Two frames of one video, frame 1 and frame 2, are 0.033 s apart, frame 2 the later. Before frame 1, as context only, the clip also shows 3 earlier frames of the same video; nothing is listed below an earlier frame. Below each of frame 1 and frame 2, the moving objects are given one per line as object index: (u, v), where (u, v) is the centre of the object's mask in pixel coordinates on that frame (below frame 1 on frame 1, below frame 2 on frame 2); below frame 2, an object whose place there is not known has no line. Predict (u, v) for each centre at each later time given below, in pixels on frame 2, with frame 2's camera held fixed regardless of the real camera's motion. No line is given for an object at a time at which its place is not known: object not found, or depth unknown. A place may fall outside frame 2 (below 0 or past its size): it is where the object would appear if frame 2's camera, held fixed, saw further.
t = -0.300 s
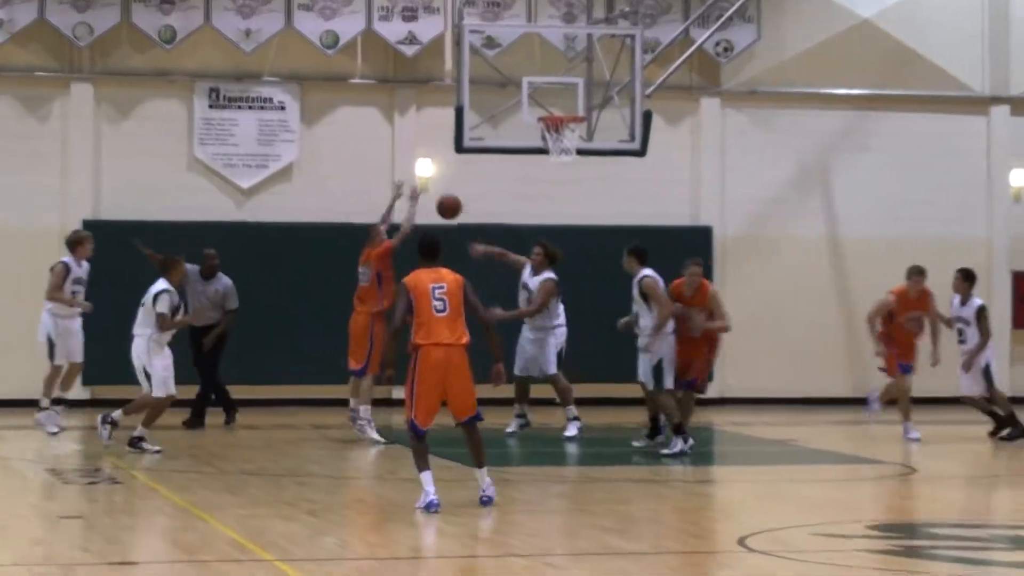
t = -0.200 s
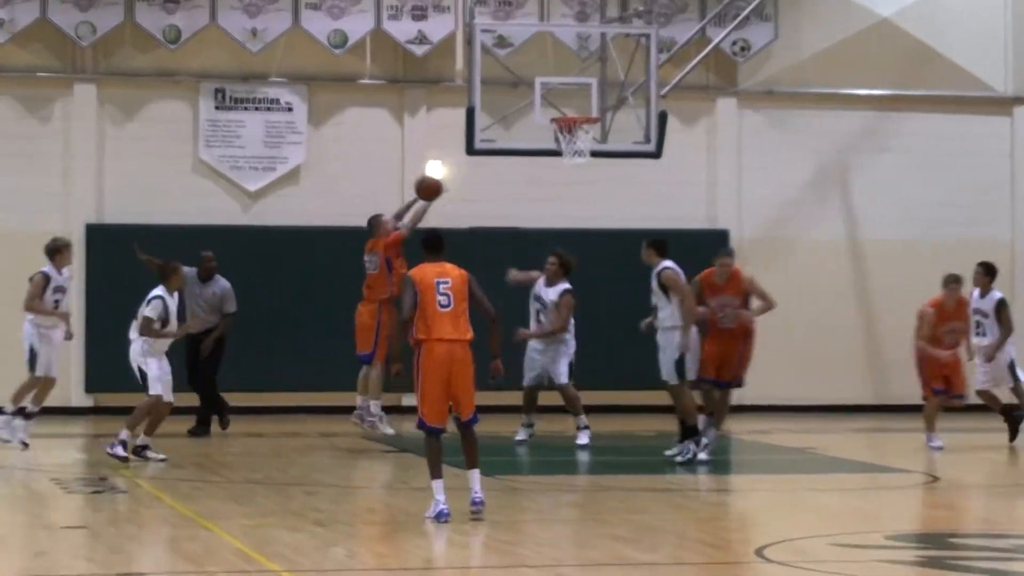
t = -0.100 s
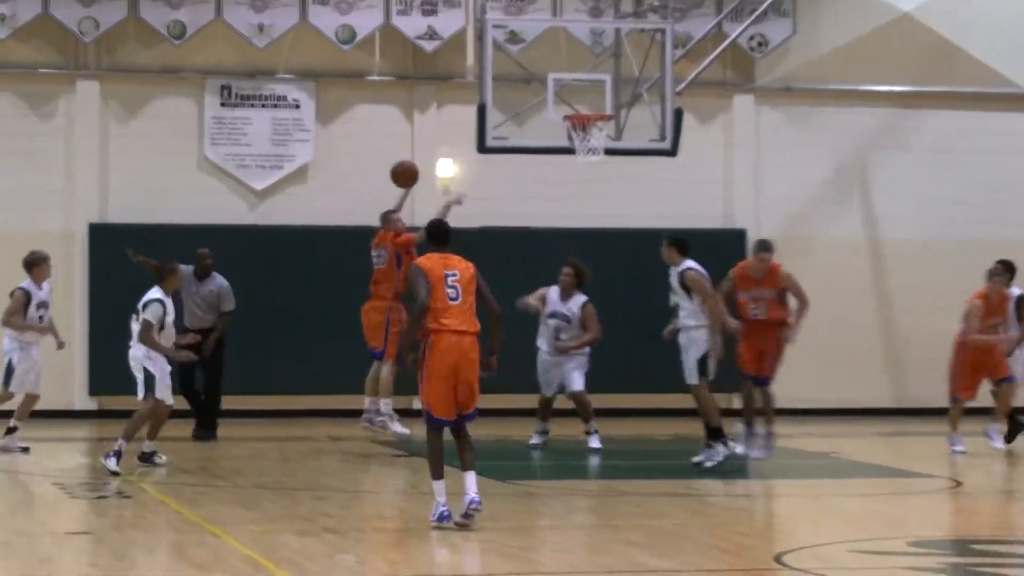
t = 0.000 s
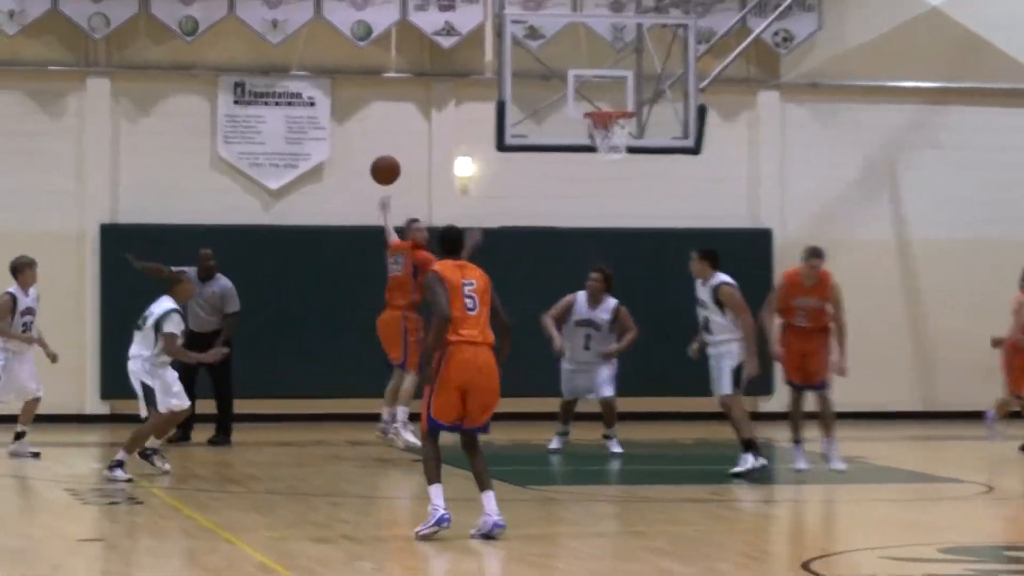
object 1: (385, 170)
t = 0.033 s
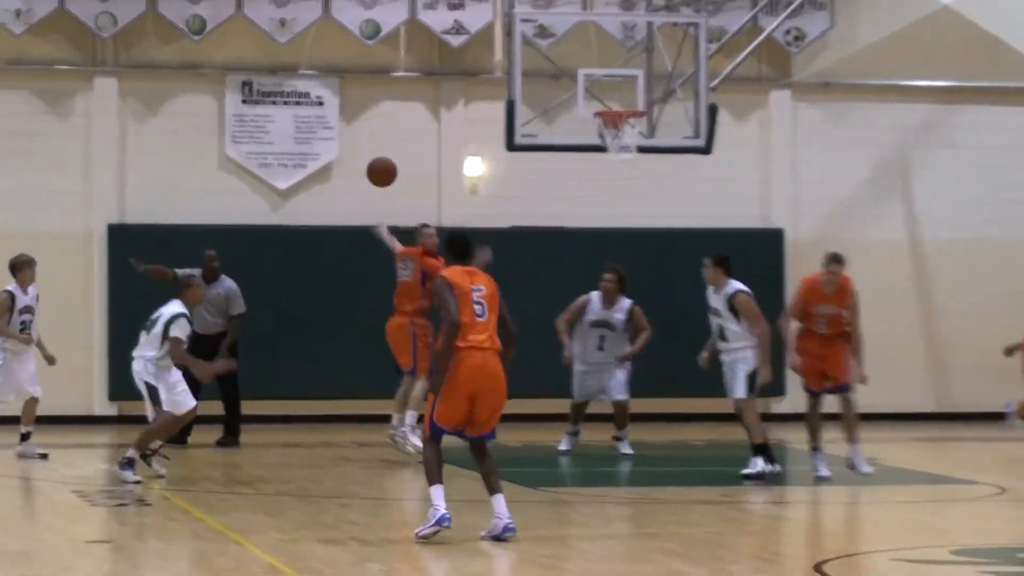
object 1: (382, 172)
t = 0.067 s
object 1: (369, 175)
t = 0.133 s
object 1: (345, 185)
